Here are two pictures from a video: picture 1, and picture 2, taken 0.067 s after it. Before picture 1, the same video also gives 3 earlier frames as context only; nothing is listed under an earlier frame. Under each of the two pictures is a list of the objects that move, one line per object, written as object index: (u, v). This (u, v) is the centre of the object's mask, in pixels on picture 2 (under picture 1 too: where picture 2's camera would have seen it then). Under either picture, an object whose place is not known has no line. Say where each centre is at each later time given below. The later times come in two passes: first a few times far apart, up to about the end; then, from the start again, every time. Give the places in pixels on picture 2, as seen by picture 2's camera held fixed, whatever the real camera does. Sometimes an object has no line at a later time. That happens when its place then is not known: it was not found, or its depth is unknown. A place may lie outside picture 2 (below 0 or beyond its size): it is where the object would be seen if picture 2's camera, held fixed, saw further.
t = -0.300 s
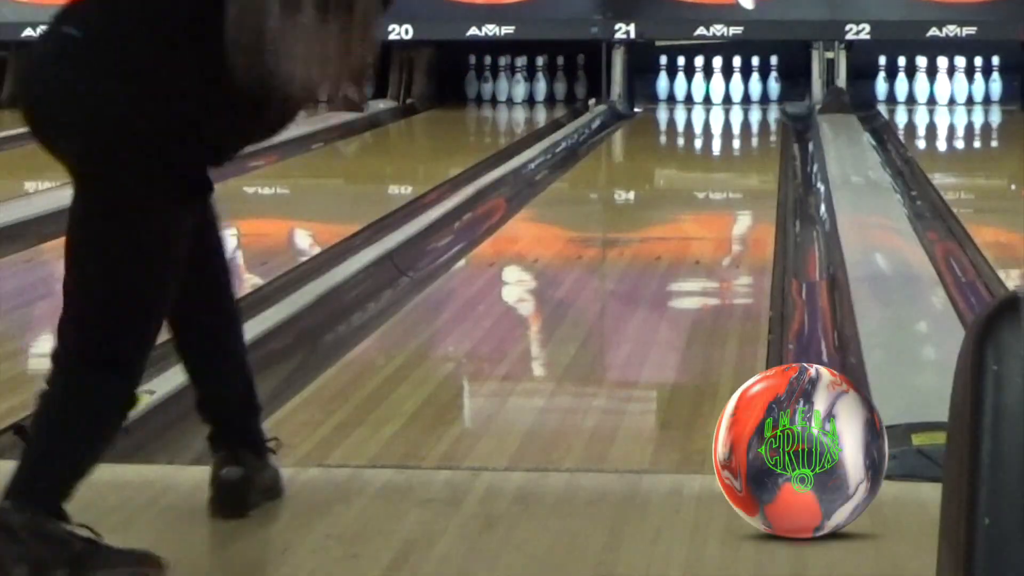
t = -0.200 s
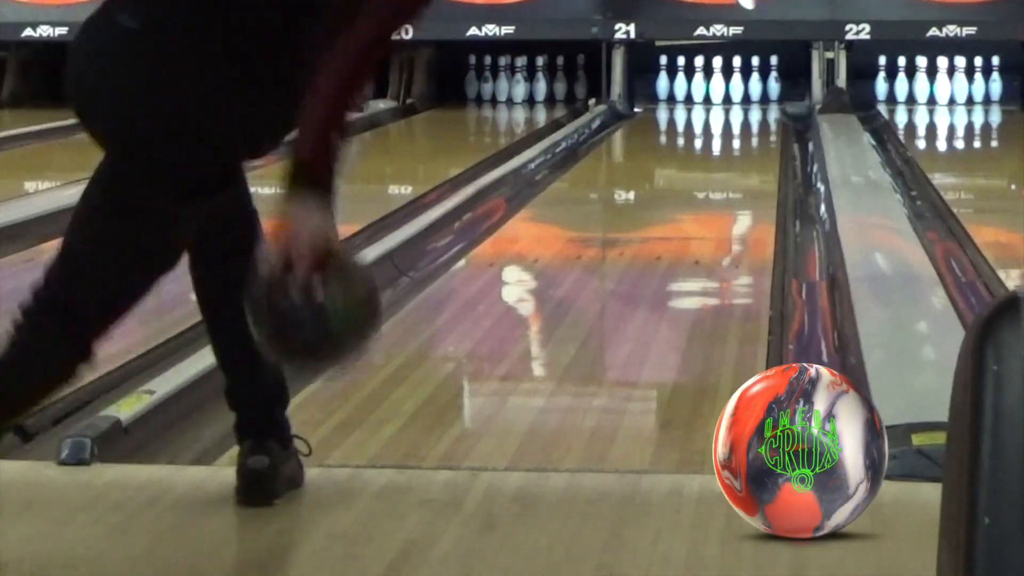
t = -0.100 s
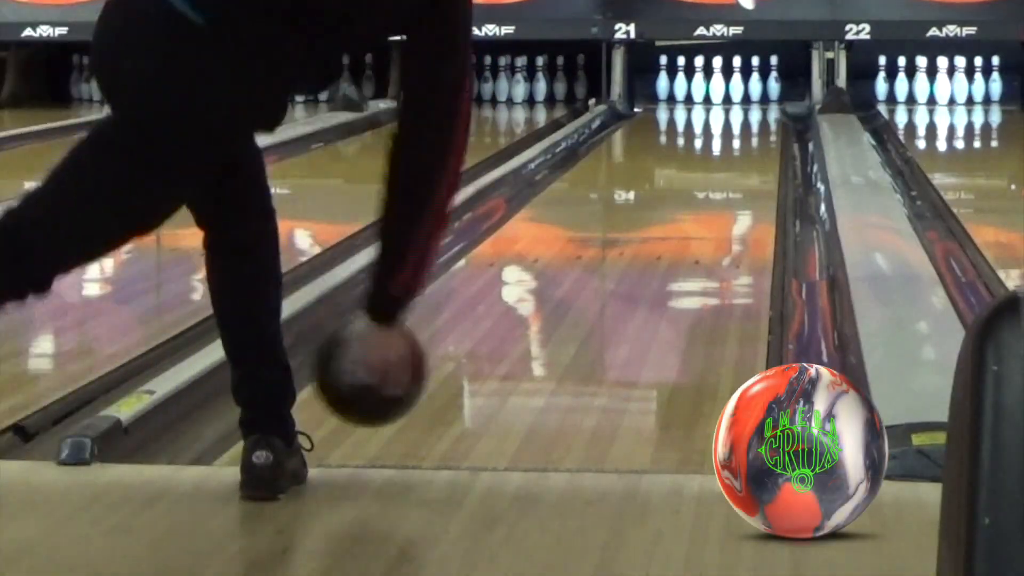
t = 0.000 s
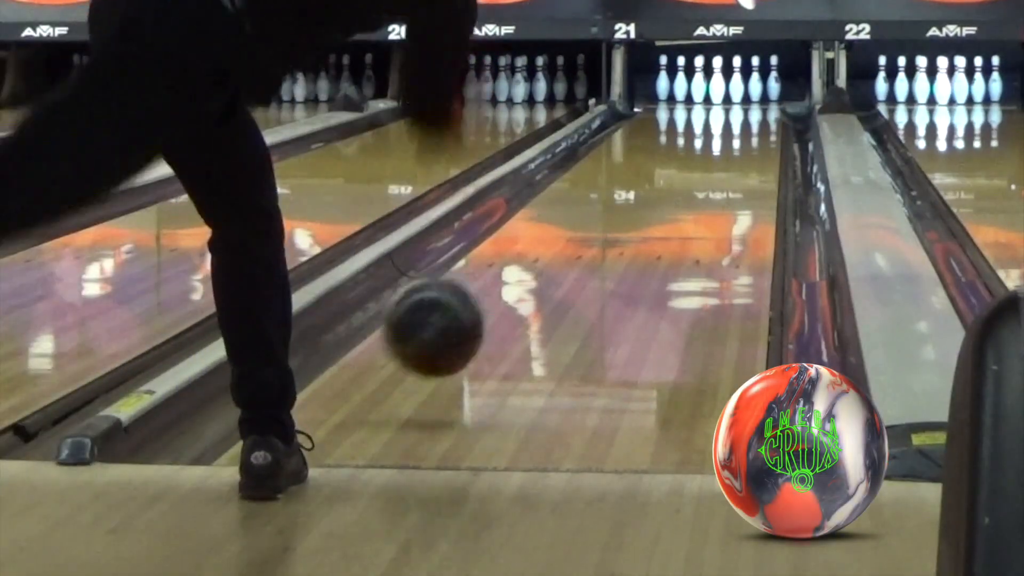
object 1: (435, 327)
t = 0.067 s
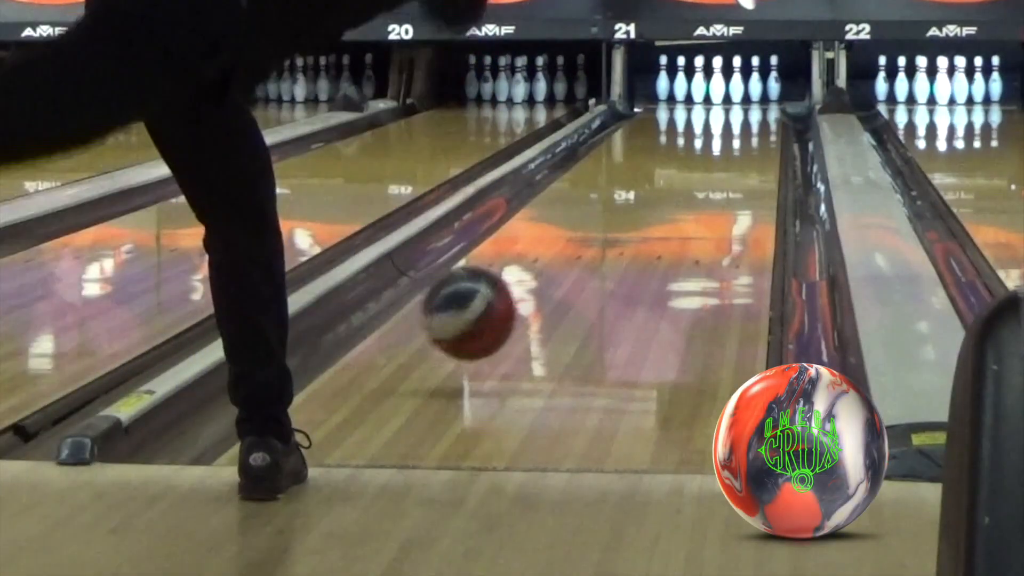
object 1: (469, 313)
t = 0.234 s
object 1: (538, 294)
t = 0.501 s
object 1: (612, 234)
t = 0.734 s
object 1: (655, 198)
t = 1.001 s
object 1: (689, 167)
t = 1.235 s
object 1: (712, 149)
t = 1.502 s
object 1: (731, 130)
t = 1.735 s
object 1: (742, 118)
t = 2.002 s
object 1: (744, 106)
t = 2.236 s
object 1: (739, 99)
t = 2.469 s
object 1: (727, 93)
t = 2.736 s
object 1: (719, 89)
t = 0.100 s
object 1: (484, 314)
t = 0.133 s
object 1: (499, 318)
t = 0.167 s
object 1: (514, 313)
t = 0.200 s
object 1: (527, 303)
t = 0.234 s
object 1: (538, 294)
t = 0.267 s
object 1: (549, 285)
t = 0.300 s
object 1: (559, 276)
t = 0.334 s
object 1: (570, 268)
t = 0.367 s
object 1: (580, 261)
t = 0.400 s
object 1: (588, 253)
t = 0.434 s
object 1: (596, 246)
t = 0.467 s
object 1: (604, 240)
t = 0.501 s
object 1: (612, 234)
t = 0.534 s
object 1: (619, 228)
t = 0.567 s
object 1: (626, 222)
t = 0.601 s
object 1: (632, 217)
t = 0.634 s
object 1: (638, 212)
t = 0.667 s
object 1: (644, 207)
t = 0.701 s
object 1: (650, 202)
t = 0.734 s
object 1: (655, 198)
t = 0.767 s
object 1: (660, 193)
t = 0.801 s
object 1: (665, 189)
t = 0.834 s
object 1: (669, 185)
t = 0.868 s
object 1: (673, 181)
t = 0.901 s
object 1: (678, 178)
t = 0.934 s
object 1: (682, 174)
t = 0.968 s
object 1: (686, 171)
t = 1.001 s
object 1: (689, 167)
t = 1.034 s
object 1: (693, 164)
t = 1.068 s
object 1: (696, 161)
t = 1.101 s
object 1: (699, 159)
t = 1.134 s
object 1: (704, 156)
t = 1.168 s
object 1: (706, 153)
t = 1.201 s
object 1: (708, 151)
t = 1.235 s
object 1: (712, 149)
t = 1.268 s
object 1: (714, 145)
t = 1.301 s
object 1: (716, 143)
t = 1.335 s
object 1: (720, 141)
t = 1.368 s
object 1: (722, 138)
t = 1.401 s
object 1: (724, 137)
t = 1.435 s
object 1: (726, 135)
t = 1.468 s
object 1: (728, 133)
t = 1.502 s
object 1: (731, 130)
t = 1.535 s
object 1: (732, 129)
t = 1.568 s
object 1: (734, 126)
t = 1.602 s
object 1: (736, 125)
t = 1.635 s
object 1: (737, 123)
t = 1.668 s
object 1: (739, 121)
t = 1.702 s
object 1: (740, 121)
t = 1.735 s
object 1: (742, 118)
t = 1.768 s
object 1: (742, 117)
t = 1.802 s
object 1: (743, 115)
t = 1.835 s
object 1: (744, 114)
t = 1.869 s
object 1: (744, 112)
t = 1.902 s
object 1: (745, 111)
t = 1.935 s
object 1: (745, 109)
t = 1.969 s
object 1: (744, 108)
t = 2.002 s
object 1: (744, 106)
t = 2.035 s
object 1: (744, 105)
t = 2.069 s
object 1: (744, 104)
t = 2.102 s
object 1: (743, 103)
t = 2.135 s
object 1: (742, 102)
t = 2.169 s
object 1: (741, 101)
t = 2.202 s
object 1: (739, 100)
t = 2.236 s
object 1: (739, 99)
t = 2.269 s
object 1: (737, 98)
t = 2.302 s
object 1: (736, 97)
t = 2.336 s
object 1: (734, 96)
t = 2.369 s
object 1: (732, 96)
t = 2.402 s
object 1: (731, 95)
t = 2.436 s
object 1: (729, 94)
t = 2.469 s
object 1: (727, 93)
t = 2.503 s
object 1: (725, 93)
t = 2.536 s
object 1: (724, 92)
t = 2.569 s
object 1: (724, 92)
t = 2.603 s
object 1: (725, 91)
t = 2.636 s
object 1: (723, 91)
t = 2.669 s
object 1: (722, 90)
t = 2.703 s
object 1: (720, 89)
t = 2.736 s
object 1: (719, 89)
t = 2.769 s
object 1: (720, 89)
